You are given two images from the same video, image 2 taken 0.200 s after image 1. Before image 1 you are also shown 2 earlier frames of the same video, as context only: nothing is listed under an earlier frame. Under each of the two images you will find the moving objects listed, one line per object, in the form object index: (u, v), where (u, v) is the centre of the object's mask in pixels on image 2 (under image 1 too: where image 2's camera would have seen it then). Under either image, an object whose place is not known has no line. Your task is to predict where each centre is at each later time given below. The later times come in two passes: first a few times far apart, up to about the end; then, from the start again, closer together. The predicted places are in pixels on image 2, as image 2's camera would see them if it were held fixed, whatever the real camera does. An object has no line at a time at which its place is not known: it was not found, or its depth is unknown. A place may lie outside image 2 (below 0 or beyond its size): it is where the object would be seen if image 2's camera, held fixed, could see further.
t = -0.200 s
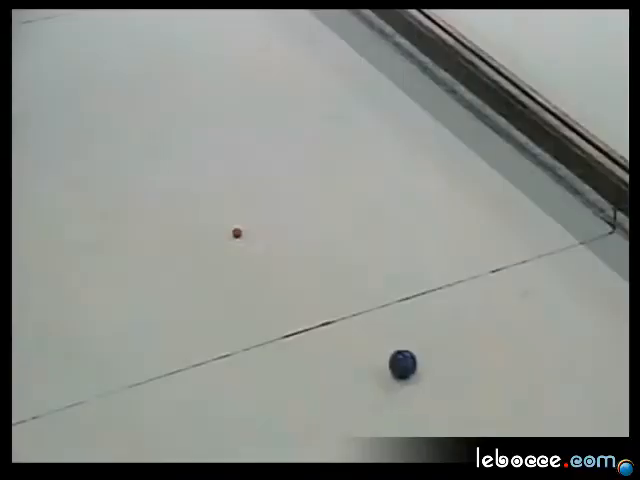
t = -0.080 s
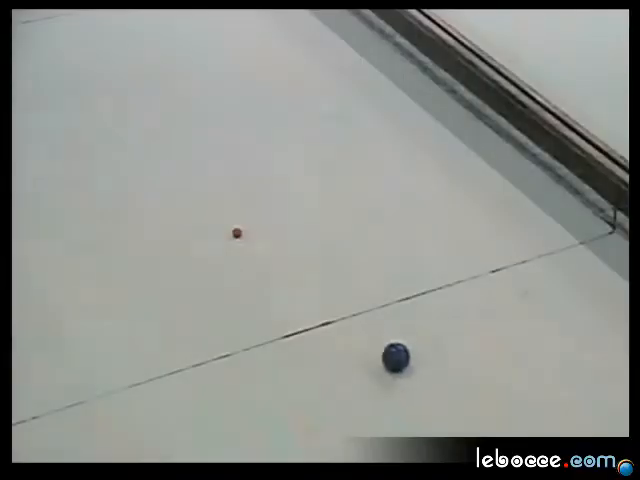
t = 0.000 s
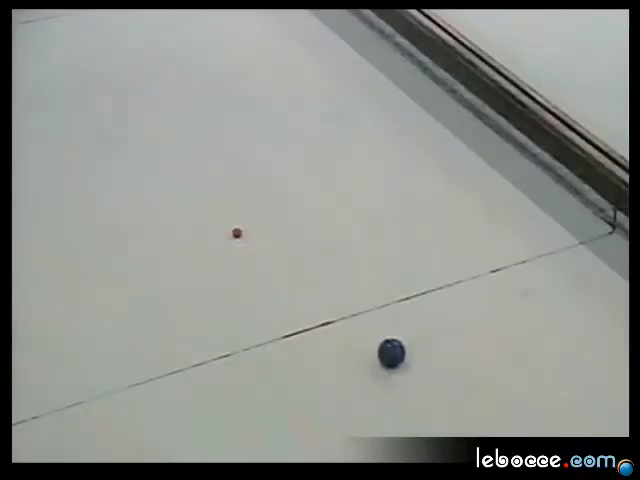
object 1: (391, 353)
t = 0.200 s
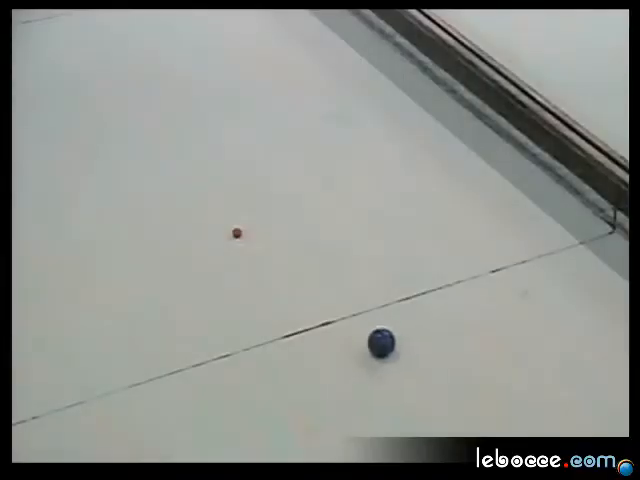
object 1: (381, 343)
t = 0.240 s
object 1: (379, 341)
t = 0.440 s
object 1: (370, 331)
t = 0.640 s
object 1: (362, 323)
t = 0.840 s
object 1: (355, 315)
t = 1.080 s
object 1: (346, 308)
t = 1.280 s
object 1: (340, 303)
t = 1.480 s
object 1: (335, 298)
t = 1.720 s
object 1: (330, 293)
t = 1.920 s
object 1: (328, 289)
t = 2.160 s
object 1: (325, 285)
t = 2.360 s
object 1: (323, 283)
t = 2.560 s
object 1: (323, 282)
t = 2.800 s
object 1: (323, 281)
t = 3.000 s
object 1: (323, 281)
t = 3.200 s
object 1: (323, 280)
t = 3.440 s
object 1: (323, 280)
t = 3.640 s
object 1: (323, 280)
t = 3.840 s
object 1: (323, 280)
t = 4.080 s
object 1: (323, 280)
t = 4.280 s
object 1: (323, 280)
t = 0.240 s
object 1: (379, 341)
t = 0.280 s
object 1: (377, 339)
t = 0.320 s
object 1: (376, 337)
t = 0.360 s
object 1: (374, 335)
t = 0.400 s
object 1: (372, 333)
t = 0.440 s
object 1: (370, 331)
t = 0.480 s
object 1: (369, 330)
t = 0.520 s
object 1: (367, 328)
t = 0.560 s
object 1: (365, 326)
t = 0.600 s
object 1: (364, 325)
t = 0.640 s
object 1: (362, 323)
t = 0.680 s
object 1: (360, 321)
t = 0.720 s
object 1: (359, 320)
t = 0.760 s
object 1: (357, 318)
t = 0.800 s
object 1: (356, 317)
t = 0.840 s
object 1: (355, 315)
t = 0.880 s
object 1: (353, 314)
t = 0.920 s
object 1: (352, 313)
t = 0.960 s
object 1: (350, 312)
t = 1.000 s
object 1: (349, 310)
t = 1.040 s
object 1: (348, 309)
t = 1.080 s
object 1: (346, 308)
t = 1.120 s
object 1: (345, 307)
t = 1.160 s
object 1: (344, 306)
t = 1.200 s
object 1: (343, 305)
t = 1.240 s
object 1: (342, 304)
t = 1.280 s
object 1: (340, 303)
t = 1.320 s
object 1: (339, 301)
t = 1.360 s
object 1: (338, 300)
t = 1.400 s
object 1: (337, 299)
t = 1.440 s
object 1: (336, 299)
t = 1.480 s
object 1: (335, 298)
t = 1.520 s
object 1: (334, 297)
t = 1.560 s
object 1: (333, 296)
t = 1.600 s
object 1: (333, 295)
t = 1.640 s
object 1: (332, 294)
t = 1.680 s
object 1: (331, 293)
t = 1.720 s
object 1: (330, 293)
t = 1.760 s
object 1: (330, 292)
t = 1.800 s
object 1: (329, 291)
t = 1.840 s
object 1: (329, 290)
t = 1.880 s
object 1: (328, 290)
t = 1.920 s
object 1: (328, 289)
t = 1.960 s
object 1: (327, 288)
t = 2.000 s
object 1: (326, 288)
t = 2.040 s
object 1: (326, 287)
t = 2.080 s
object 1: (325, 286)
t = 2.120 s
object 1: (325, 286)
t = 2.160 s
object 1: (325, 285)
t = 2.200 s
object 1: (324, 285)
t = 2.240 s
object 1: (324, 284)
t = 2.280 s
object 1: (324, 284)
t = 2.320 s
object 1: (324, 283)
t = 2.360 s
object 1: (323, 283)
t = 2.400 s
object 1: (323, 283)
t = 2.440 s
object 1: (323, 282)
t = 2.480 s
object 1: (323, 282)
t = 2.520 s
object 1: (323, 282)
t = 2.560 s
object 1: (323, 282)
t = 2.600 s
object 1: (323, 281)
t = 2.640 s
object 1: (323, 281)
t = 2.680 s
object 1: (323, 281)
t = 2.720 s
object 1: (323, 281)
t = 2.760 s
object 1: (323, 281)
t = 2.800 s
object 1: (323, 281)
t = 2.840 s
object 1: (323, 281)
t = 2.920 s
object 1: (323, 281)
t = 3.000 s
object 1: (323, 281)
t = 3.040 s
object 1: (323, 281)
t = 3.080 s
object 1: (323, 281)
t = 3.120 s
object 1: (323, 280)
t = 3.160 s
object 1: (323, 280)
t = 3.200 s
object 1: (323, 280)
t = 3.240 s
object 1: (323, 280)
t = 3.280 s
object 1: (323, 280)
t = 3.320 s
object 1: (323, 280)
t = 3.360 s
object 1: (323, 280)
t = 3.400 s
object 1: (323, 280)
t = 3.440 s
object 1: (323, 280)
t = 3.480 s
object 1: (323, 280)
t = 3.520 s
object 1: (323, 280)
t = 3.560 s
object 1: (323, 280)
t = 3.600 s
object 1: (323, 280)
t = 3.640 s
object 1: (323, 280)
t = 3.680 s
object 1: (323, 280)
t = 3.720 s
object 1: (323, 280)
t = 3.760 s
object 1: (323, 280)
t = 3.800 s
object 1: (323, 280)
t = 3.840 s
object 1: (323, 280)
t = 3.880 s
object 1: (323, 280)
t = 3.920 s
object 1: (323, 280)
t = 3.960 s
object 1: (323, 280)
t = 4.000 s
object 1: (323, 280)
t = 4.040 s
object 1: (323, 280)
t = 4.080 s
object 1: (323, 280)
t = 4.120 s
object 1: (323, 280)
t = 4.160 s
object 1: (323, 280)
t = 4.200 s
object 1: (323, 280)
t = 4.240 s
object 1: (323, 280)
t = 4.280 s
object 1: (323, 280)
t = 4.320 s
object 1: (323, 280)
